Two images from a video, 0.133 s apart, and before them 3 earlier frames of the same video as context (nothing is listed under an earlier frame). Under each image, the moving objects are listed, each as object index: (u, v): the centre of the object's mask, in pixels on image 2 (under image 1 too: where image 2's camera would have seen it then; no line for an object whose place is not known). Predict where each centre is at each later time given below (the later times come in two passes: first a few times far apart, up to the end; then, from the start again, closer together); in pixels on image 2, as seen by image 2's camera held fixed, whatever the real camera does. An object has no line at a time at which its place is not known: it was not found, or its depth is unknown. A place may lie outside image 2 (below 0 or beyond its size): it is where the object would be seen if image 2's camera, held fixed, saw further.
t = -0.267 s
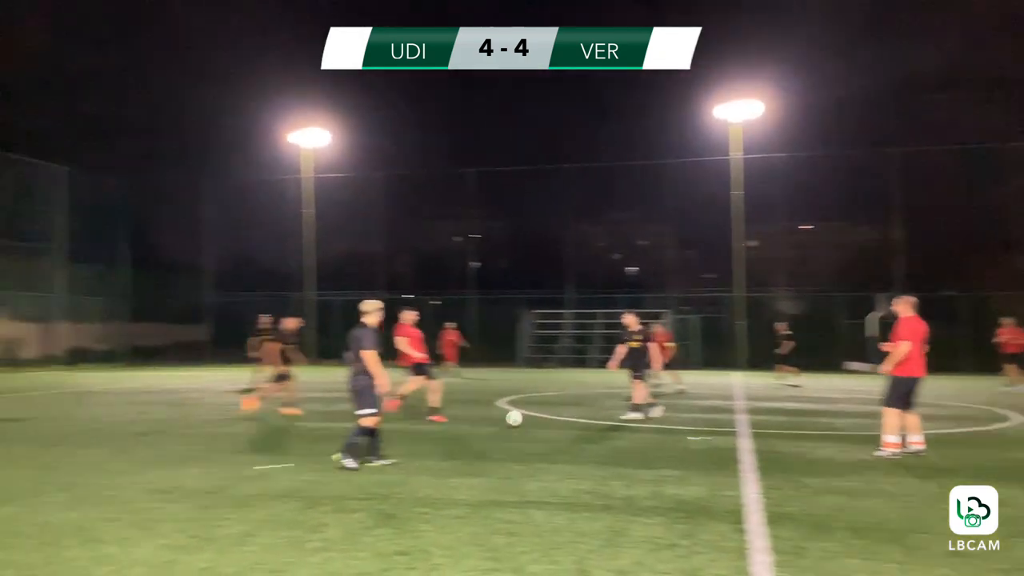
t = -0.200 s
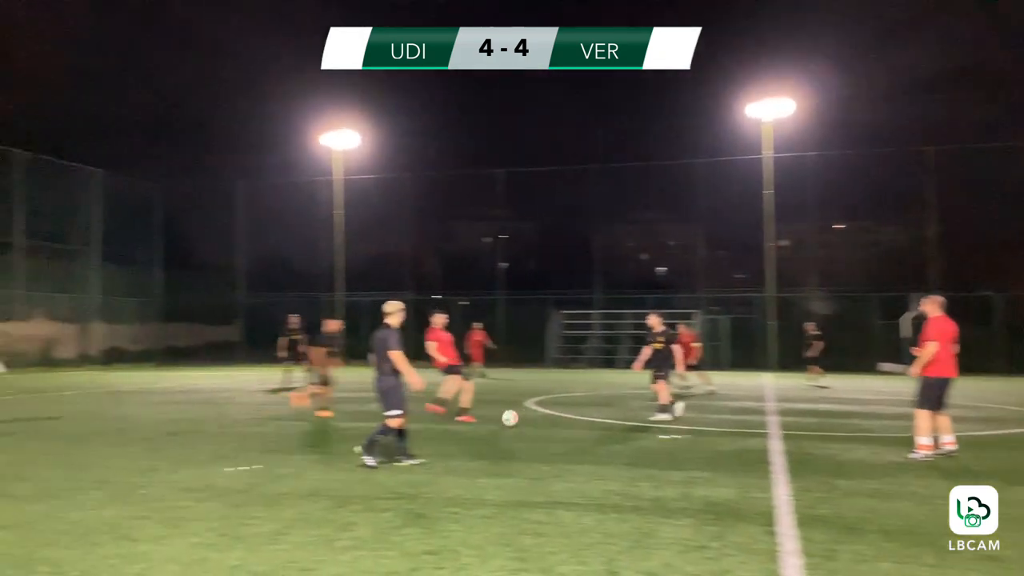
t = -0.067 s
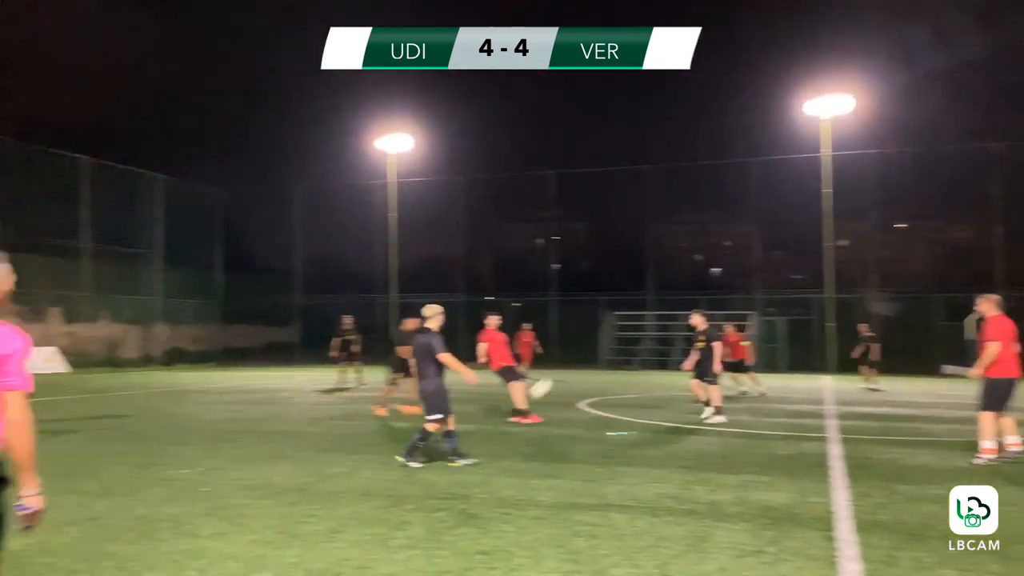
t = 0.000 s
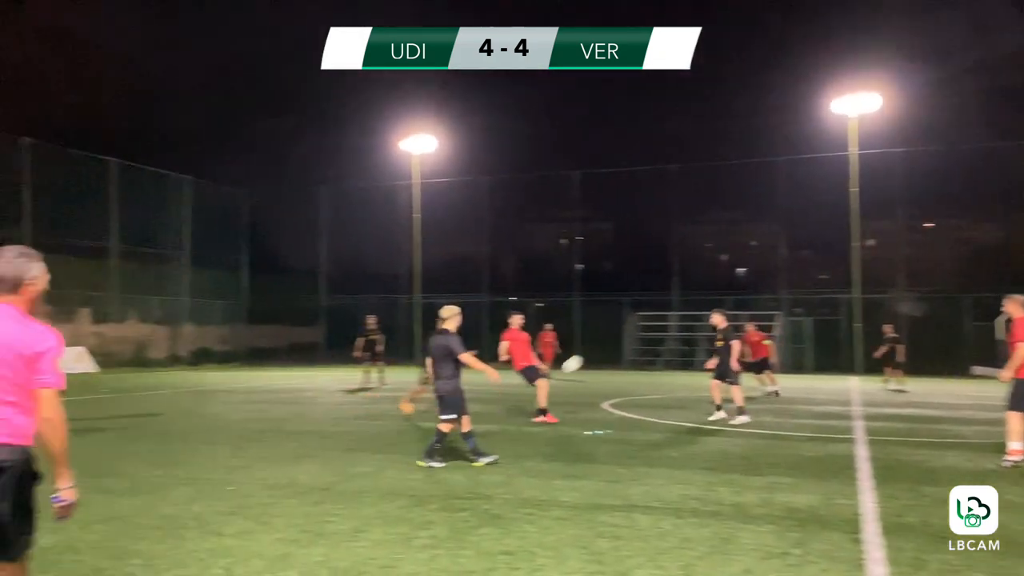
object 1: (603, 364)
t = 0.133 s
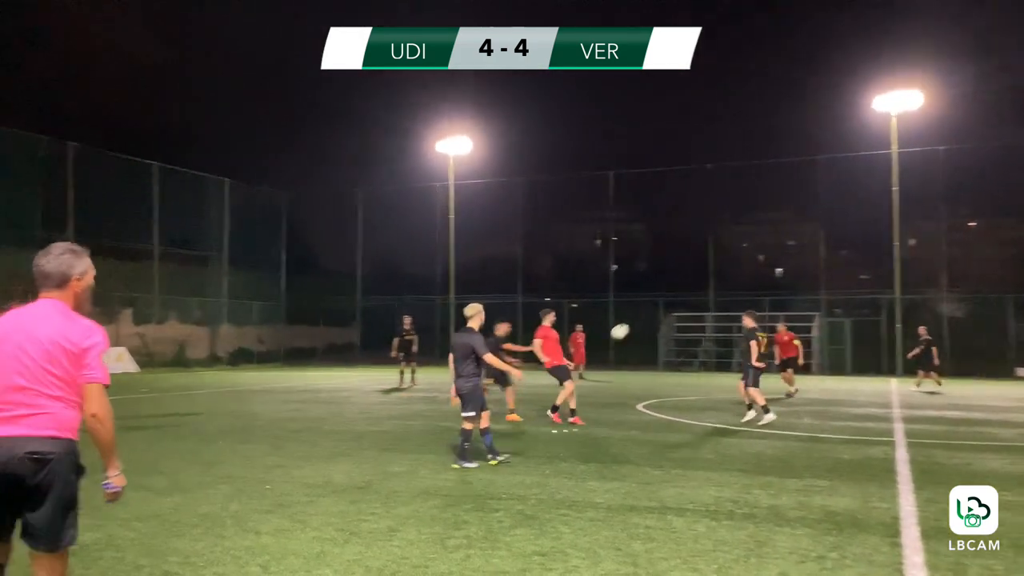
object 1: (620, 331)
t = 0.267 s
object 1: (632, 311)
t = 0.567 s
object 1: (648, 307)
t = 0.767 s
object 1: (656, 329)
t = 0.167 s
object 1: (623, 325)
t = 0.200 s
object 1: (626, 319)
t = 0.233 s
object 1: (629, 315)
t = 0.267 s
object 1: (632, 311)
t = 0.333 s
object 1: (636, 306)
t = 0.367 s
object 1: (638, 305)
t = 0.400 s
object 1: (640, 303)
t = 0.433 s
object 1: (642, 303)
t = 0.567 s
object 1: (648, 307)
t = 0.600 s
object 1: (649, 310)
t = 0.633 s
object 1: (651, 313)
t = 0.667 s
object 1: (652, 316)
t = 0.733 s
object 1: (655, 324)
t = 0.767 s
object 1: (656, 329)
